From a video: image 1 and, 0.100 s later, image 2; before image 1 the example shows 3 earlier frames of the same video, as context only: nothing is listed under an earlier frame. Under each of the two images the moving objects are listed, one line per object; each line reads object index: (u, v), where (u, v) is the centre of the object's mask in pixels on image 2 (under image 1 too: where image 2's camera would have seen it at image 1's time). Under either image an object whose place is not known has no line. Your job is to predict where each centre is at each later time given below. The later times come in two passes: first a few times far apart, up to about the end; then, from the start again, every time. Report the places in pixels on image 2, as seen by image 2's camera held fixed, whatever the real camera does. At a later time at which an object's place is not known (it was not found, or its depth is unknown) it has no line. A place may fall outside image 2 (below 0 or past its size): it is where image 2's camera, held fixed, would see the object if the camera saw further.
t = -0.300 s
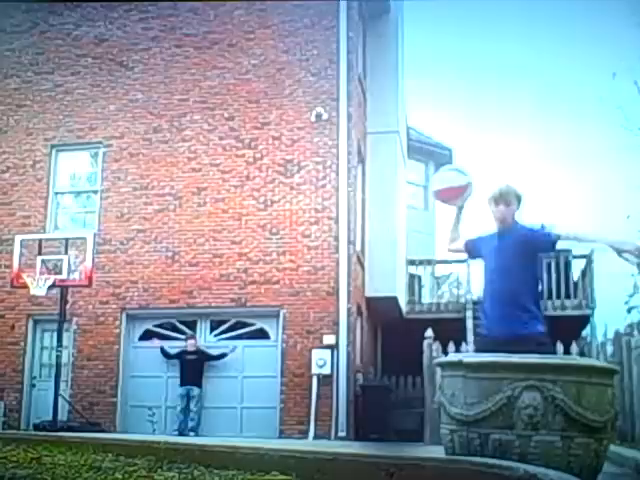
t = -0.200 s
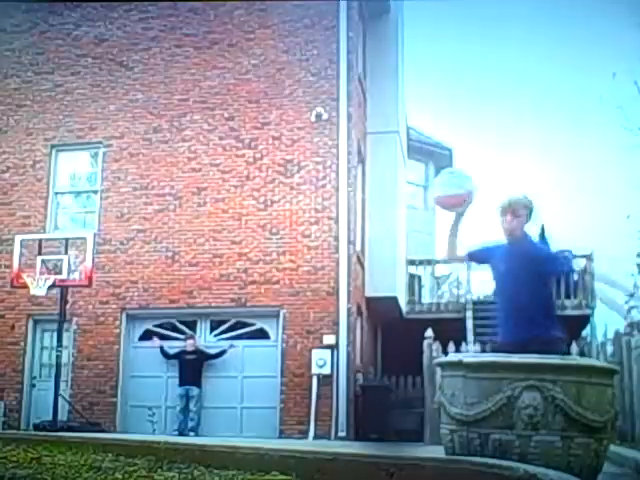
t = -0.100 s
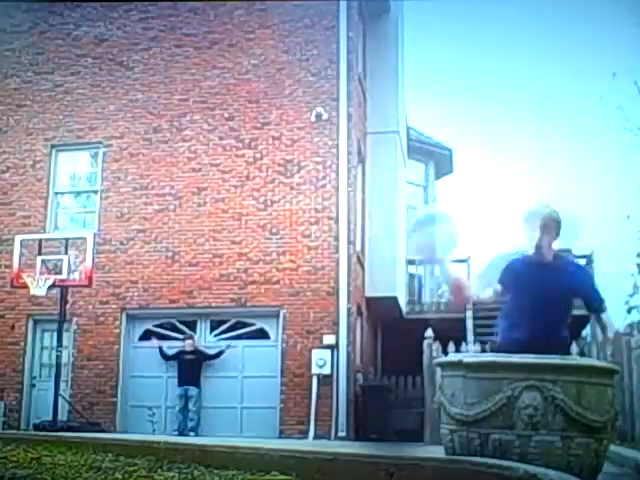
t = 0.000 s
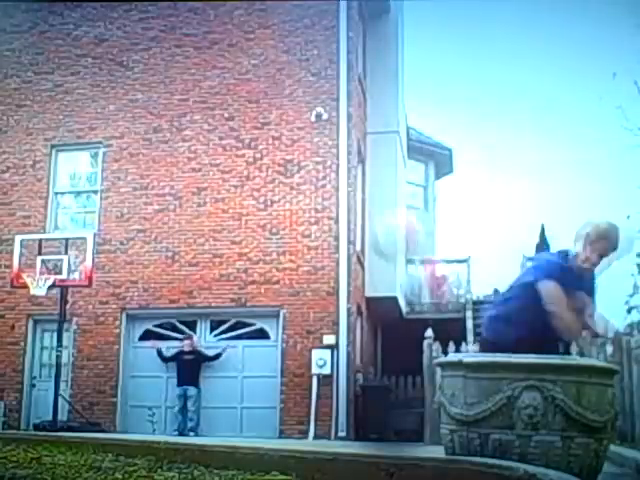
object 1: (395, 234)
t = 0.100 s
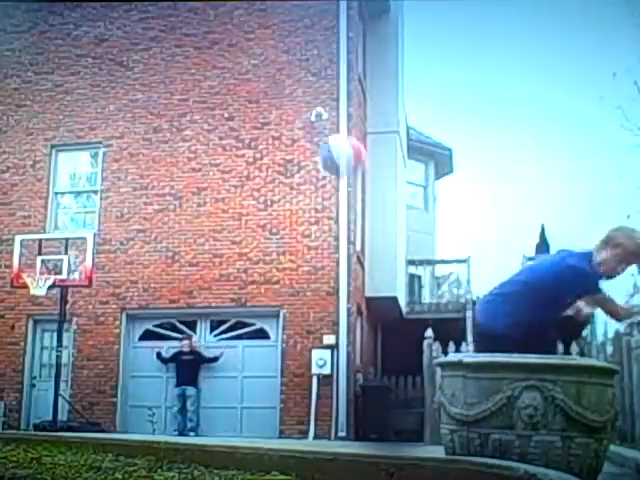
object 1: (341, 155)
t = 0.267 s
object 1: (251, 52)
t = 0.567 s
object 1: (159, 27)
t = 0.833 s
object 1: (109, 73)
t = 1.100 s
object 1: (72, 155)
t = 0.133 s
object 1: (317, 126)
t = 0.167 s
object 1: (298, 102)
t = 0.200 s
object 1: (280, 82)
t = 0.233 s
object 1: (265, 66)
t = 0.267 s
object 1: (251, 52)
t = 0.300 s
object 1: (238, 42)
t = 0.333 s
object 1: (225, 35)
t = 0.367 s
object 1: (214, 30)
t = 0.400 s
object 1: (203, 26)
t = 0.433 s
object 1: (194, 24)
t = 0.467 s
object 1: (184, 23)
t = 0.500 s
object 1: (176, 23)
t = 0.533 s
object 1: (169, 24)
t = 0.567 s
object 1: (159, 27)
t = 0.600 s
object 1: (152, 31)
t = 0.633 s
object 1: (145, 34)
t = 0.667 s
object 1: (138, 38)
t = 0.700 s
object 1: (133, 44)
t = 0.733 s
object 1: (127, 50)
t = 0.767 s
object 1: (122, 58)
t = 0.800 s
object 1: (115, 65)
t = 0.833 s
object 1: (109, 73)
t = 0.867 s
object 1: (104, 82)
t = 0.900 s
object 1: (100, 91)
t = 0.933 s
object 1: (95, 100)
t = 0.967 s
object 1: (90, 110)
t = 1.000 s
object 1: (84, 125)
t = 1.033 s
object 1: (80, 133)
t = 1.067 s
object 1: (75, 143)
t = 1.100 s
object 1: (72, 155)
